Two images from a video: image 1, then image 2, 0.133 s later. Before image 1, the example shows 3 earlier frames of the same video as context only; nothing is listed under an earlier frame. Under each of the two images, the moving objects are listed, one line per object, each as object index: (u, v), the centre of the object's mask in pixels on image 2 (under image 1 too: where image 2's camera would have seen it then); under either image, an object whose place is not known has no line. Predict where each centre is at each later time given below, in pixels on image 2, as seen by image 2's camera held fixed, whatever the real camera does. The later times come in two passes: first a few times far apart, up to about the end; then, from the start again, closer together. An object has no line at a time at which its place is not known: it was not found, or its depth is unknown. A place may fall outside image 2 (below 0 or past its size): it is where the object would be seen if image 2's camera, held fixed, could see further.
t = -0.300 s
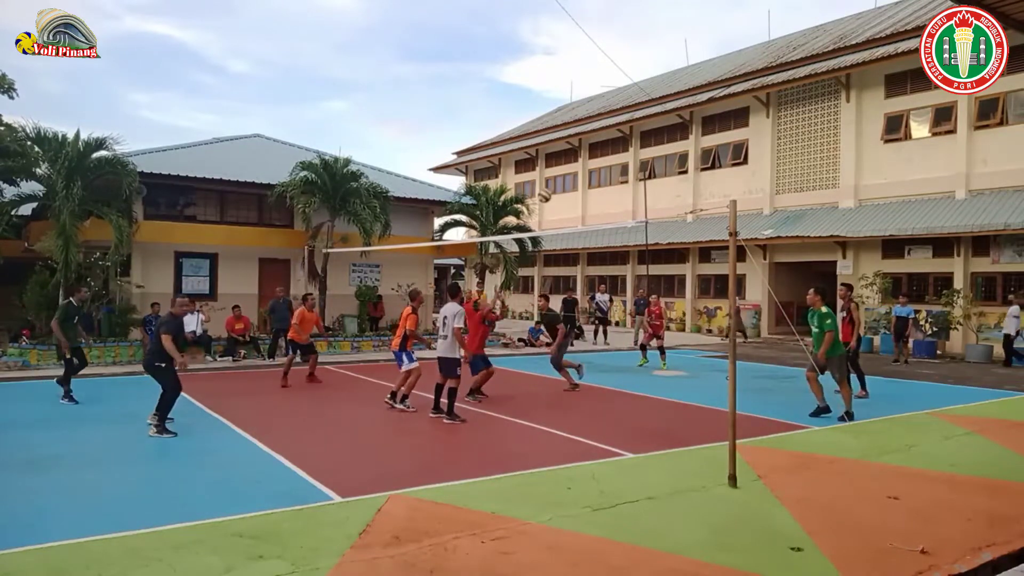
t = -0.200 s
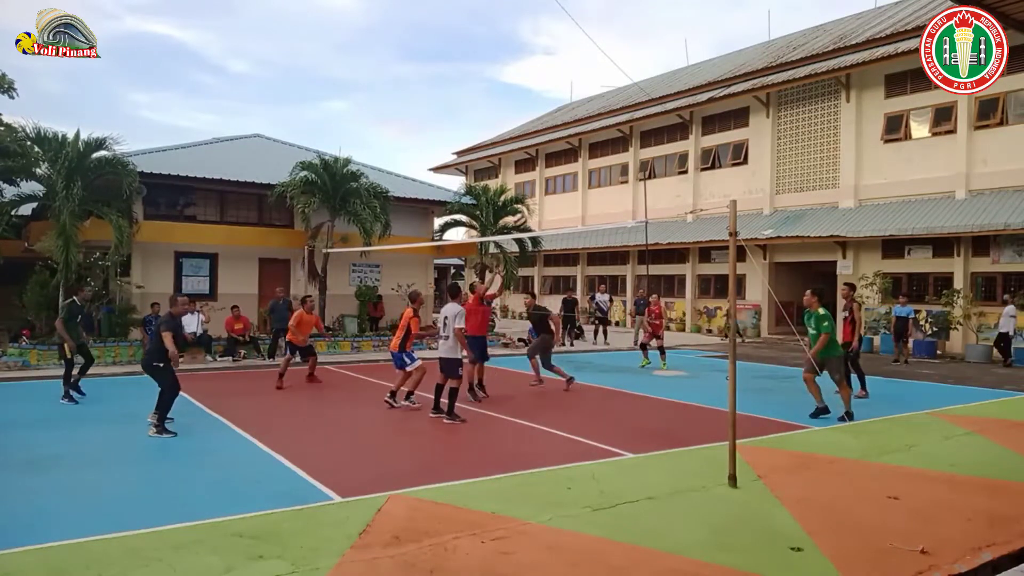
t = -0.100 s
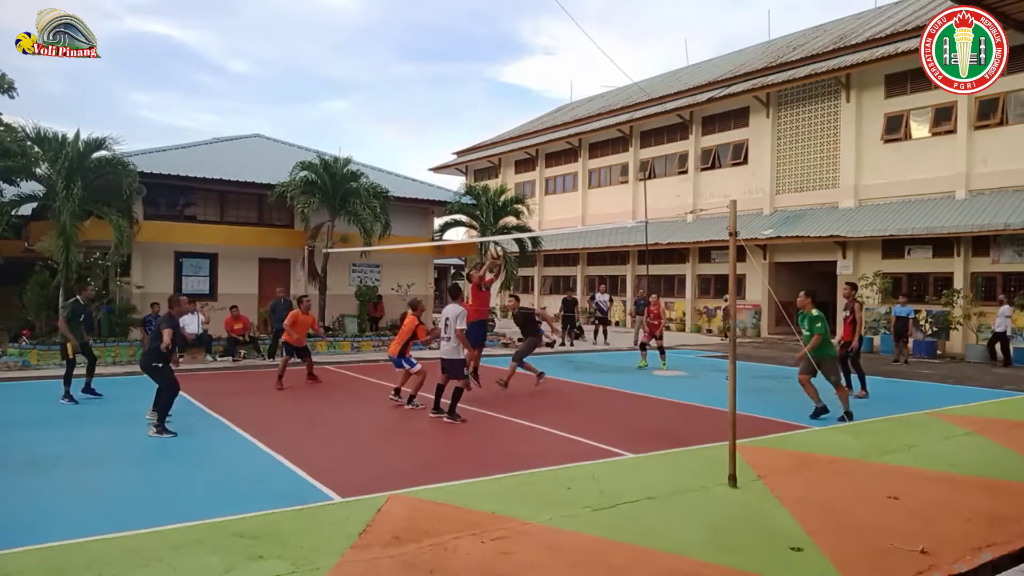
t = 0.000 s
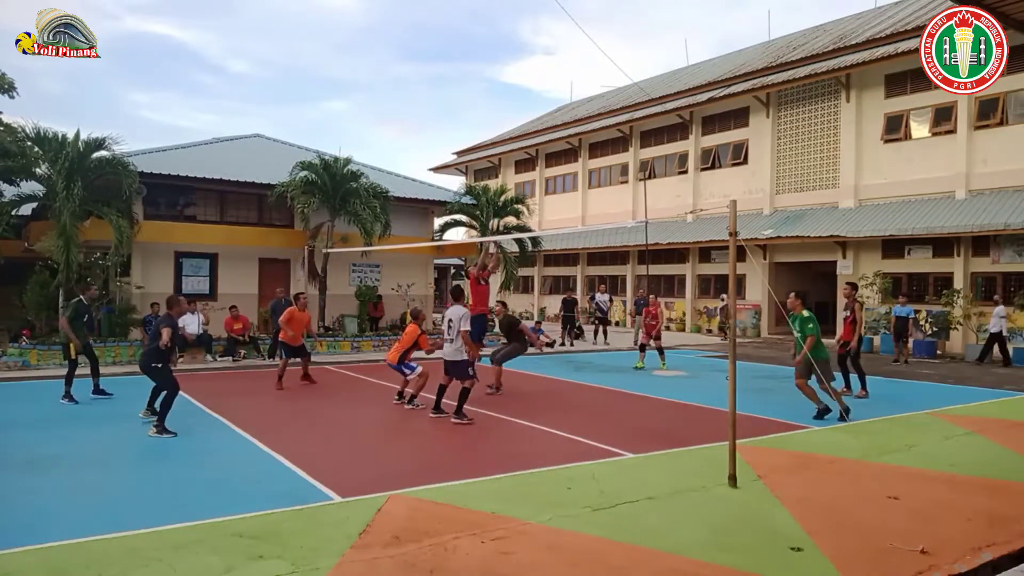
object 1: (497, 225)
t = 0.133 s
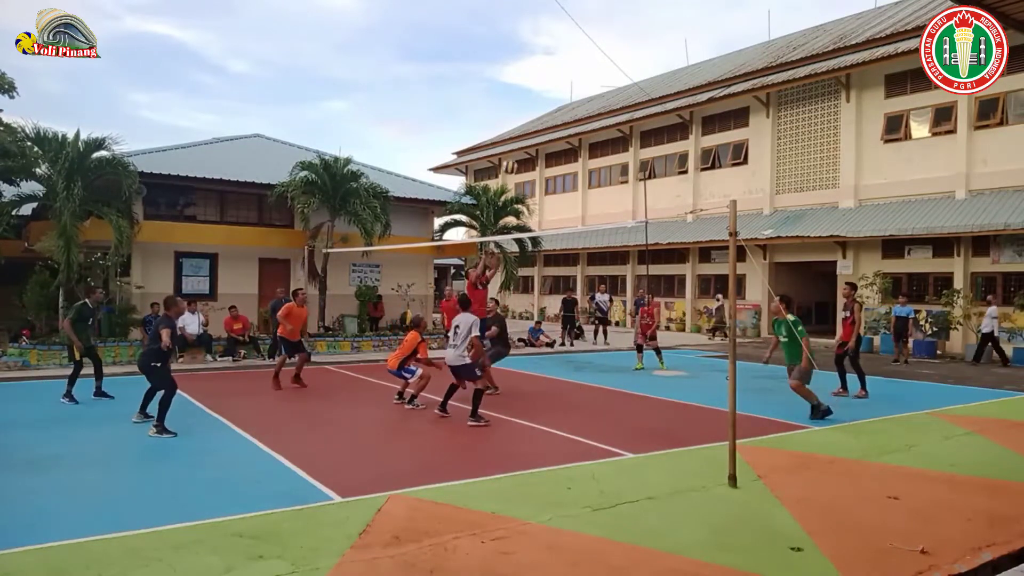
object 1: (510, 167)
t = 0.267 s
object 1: (522, 121)
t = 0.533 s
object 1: (548, 67)
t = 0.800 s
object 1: (571, 65)
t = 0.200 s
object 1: (515, 142)
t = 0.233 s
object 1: (519, 130)
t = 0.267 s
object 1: (522, 121)
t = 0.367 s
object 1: (532, 94)
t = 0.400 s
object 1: (535, 87)
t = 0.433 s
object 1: (538, 81)
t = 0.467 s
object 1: (541, 75)
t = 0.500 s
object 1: (544, 71)
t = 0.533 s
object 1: (548, 67)
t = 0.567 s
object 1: (551, 64)
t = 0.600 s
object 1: (553, 62)
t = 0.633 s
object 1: (556, 60)
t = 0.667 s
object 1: (559, 59)
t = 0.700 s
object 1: (562, 59)
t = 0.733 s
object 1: (565, 60)
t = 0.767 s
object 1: (568, 62)
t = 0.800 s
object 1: (571, 65)
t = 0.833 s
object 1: (574, 68)
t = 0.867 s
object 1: (577, 73)
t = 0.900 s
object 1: (580, 78)
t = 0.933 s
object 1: (582, 83)
